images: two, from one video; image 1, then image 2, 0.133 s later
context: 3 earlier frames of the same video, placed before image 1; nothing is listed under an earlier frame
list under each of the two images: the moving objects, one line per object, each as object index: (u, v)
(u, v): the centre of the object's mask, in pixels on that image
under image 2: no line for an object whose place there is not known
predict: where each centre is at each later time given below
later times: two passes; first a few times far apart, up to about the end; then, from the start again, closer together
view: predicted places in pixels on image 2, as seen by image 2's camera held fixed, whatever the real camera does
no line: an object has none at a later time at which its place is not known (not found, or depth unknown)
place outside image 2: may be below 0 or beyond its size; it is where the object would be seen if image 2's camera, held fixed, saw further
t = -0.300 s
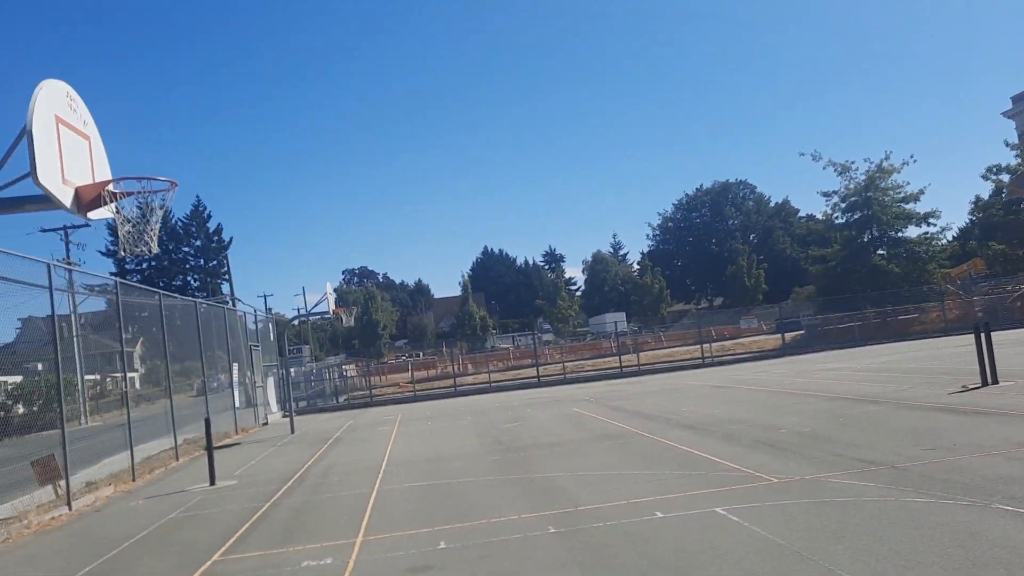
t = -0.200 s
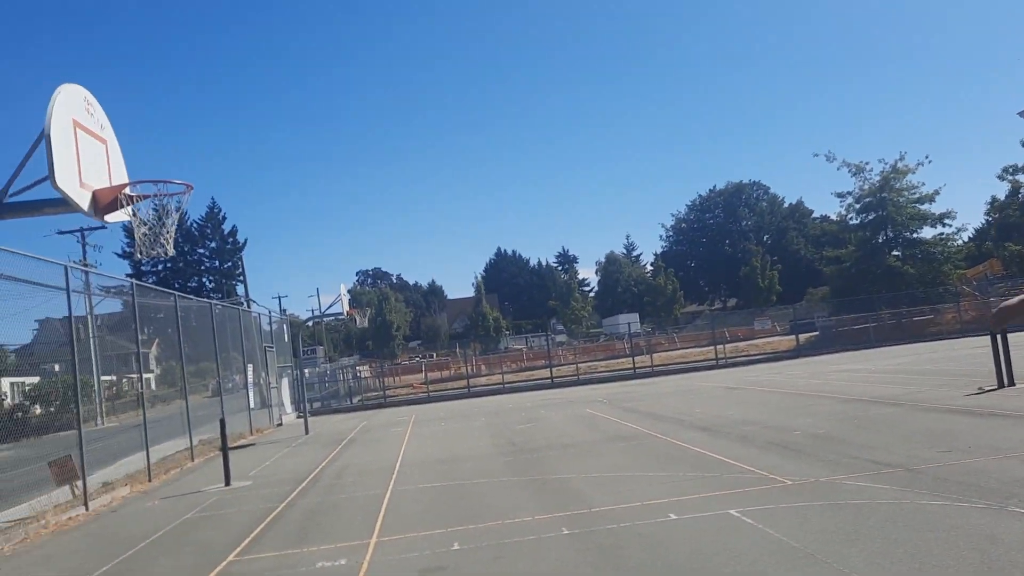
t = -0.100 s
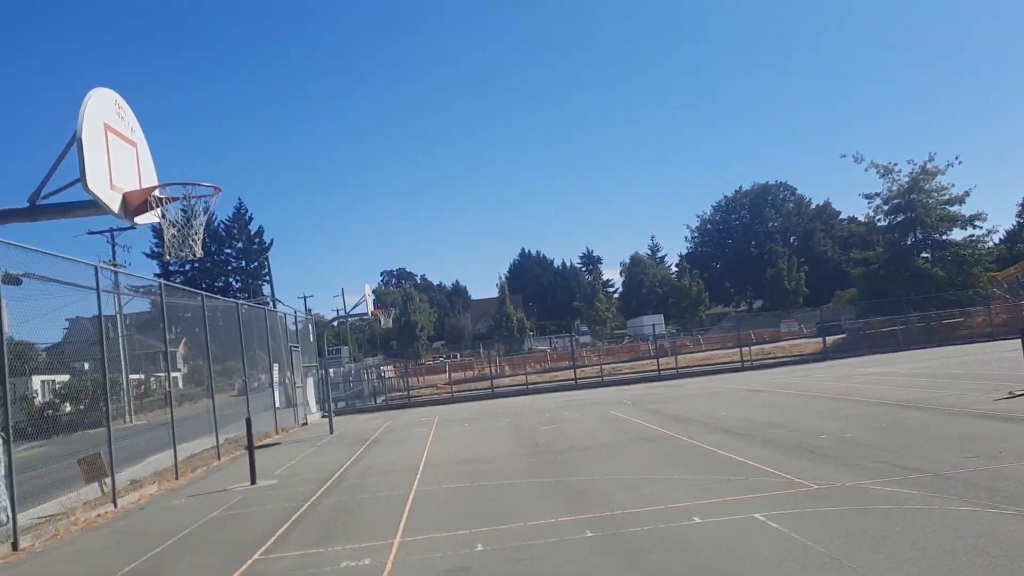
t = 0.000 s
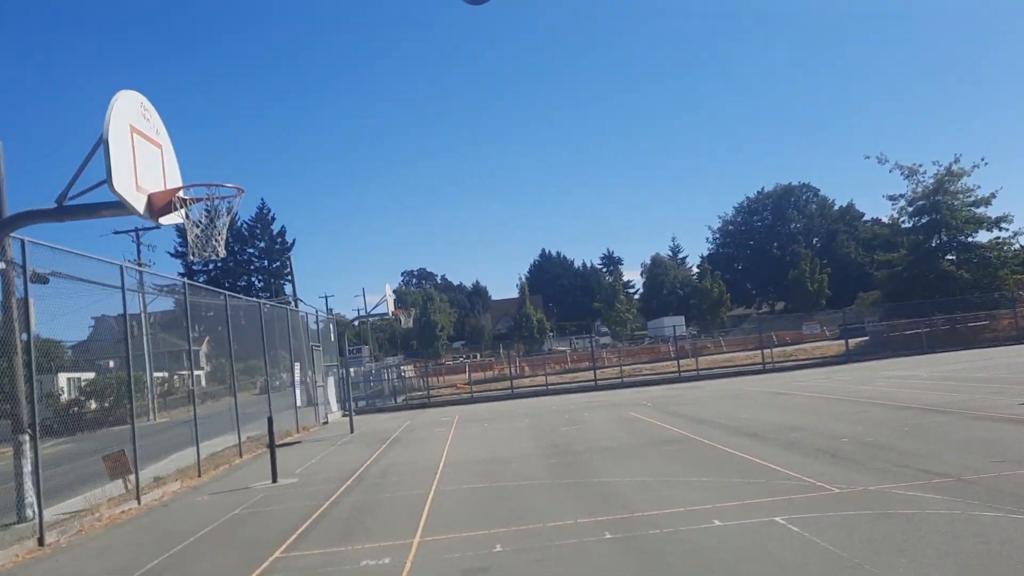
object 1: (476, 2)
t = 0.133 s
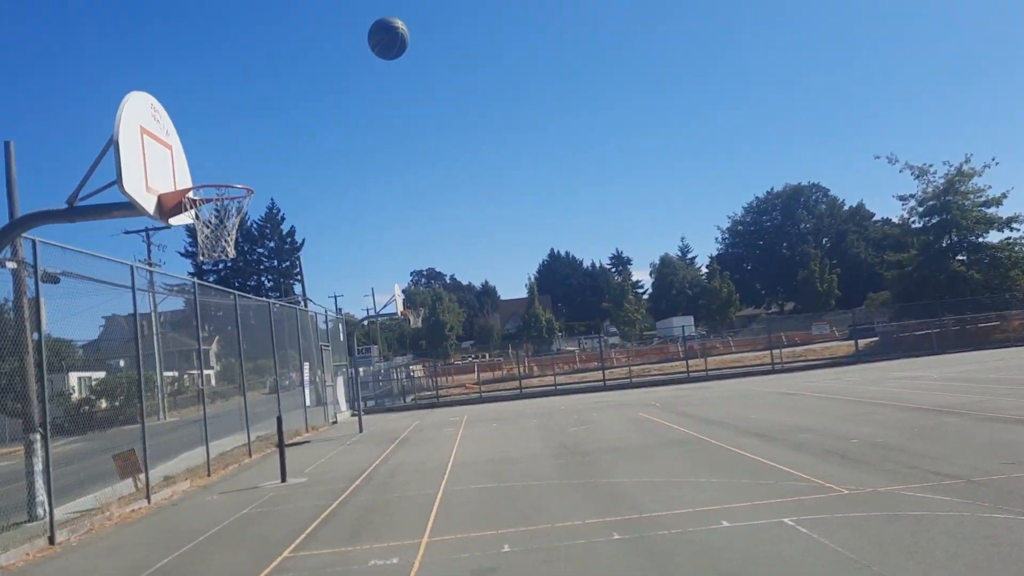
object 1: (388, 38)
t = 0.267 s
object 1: (312, 111)
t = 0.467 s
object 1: (233, 234)
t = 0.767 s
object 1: (180, 406)
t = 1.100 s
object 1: (140, 533)
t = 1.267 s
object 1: (125, 453)
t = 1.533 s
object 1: (106, 395)
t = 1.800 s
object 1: (93, 422)
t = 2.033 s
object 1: (85, 519)
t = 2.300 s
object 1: (66, 547)
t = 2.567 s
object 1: (36, 488)
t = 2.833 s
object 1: (14, 519)
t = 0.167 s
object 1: (368, 55)
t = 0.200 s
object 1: (348, 73)
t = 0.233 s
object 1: (330, 92)
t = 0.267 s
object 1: (312, 111)
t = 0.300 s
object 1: (296, 132)
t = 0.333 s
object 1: (280, 153)
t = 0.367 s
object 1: (266, 175)
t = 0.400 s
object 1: (252, 198)
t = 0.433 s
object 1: (238, 220)
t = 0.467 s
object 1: (233, 234)
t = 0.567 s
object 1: (213, 281)
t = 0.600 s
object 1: (207, 300)
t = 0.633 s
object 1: (202, 318)
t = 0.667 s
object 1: (197, 339)
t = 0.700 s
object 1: (191, 361)
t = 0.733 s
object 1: (185, 383)
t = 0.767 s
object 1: (180, 406)
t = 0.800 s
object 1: (175, 432)
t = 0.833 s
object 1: (170, 457)
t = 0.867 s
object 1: (165, 484)
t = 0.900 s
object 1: (159, 512)
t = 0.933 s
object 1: (155, 541)
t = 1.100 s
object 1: (140, 533)
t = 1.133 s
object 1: (137, 514)
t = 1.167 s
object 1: (134, 497)
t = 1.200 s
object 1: (130, 481)
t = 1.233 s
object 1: (127, 466)
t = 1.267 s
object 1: (125, 453)
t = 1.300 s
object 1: (122, 442)
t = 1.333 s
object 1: (120, 431)
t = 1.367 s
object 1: (117, 421)
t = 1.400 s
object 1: (115, 413)
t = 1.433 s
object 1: (113, 407)
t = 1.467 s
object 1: (110, 401)
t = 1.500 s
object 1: (108, 397)
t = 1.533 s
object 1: (106, 395)
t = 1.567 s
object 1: (104, 394)
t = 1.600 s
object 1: (102, 394)
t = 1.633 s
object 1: (101, 395)
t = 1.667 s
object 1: (99, 398)
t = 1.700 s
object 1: (98, 401)
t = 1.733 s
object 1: (96, 407)
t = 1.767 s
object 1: (94, 413)
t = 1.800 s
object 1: (93, 422)
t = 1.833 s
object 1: (92, 432)
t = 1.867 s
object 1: (90, 443)
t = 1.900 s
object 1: (89, 456)
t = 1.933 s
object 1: (88, 470)
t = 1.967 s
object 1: (86, 485)
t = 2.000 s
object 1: (85, 502)
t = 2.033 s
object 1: (85, 519)
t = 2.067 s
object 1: (84, 539)
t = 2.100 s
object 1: (83, 560)
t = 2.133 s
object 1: (83, 583)
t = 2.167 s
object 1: (80, 607)
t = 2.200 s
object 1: (77, 591)
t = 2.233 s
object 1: (73, 575)
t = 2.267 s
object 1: (69, 561)
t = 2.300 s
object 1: (66, 547)
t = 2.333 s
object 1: (61, 535)
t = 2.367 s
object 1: (57, 525)
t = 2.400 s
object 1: (54, 515)
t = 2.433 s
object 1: (50, 506)
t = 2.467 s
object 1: (47, 500)
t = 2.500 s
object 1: (43, 494)
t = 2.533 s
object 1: (39, 491)
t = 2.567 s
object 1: (36, 488)
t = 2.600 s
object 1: (34, 487)
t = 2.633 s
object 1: (30, 487)
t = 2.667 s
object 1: (27, 489)
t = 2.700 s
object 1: (24, 492)
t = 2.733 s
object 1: (20, 496)
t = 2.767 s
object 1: (17, 503)
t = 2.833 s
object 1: (14, 519)
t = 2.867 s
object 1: (11, 529)
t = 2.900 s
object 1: (11, 542)
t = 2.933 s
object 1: (9, 556)
